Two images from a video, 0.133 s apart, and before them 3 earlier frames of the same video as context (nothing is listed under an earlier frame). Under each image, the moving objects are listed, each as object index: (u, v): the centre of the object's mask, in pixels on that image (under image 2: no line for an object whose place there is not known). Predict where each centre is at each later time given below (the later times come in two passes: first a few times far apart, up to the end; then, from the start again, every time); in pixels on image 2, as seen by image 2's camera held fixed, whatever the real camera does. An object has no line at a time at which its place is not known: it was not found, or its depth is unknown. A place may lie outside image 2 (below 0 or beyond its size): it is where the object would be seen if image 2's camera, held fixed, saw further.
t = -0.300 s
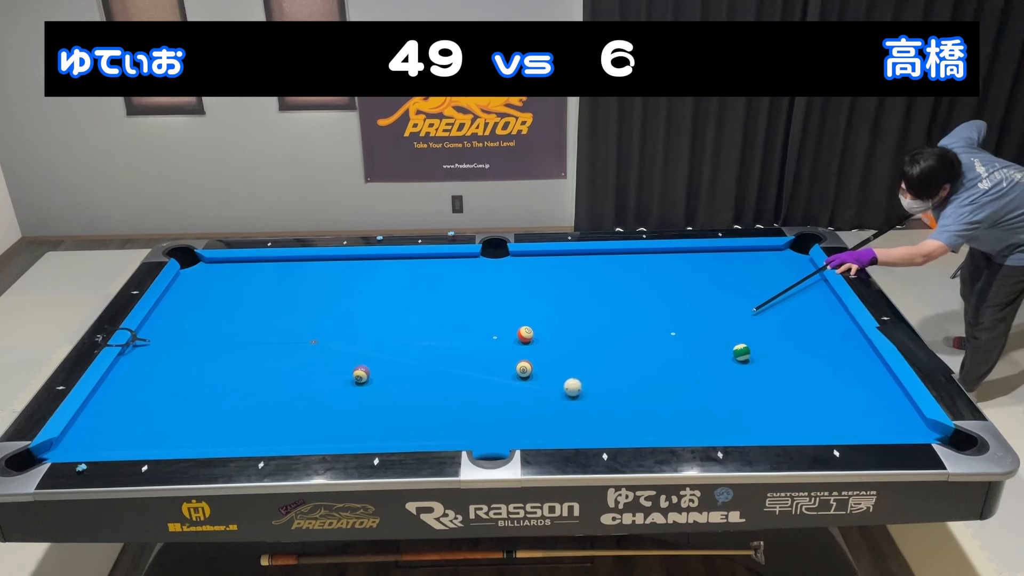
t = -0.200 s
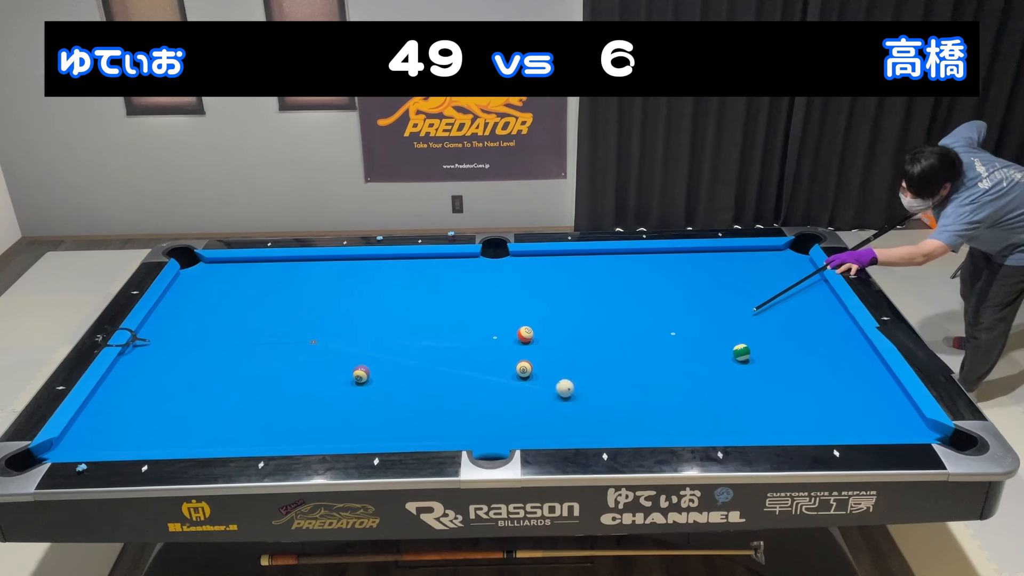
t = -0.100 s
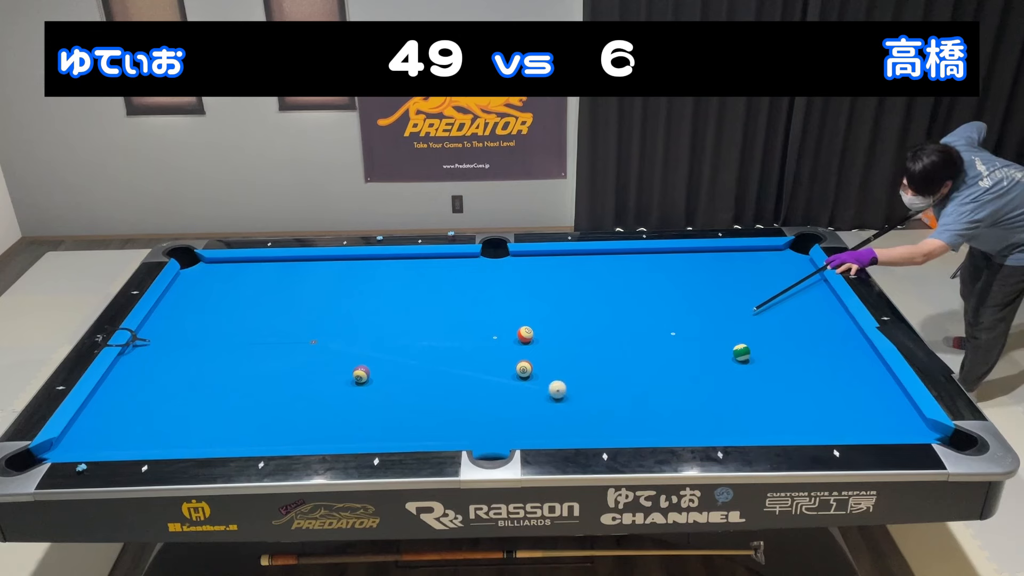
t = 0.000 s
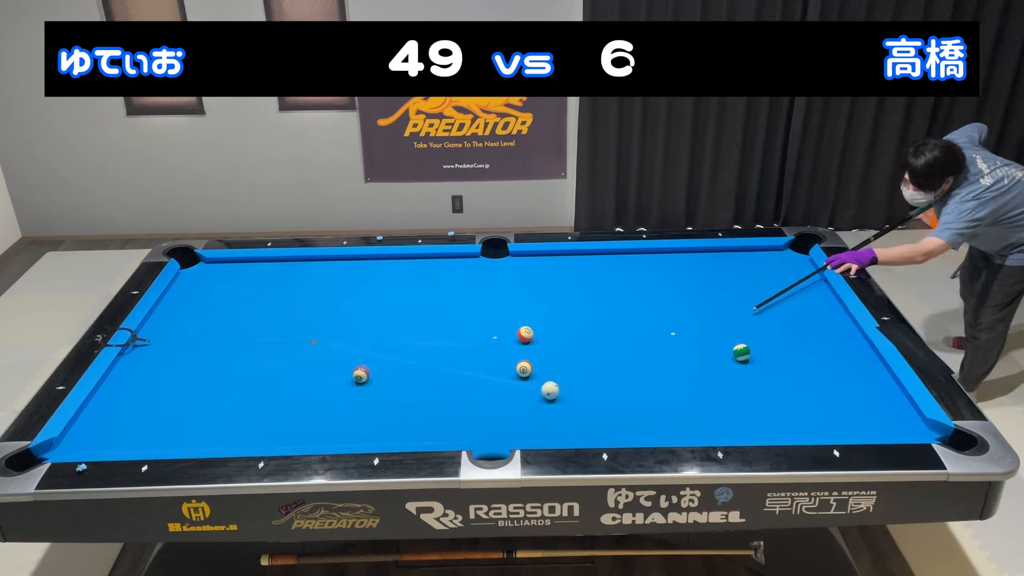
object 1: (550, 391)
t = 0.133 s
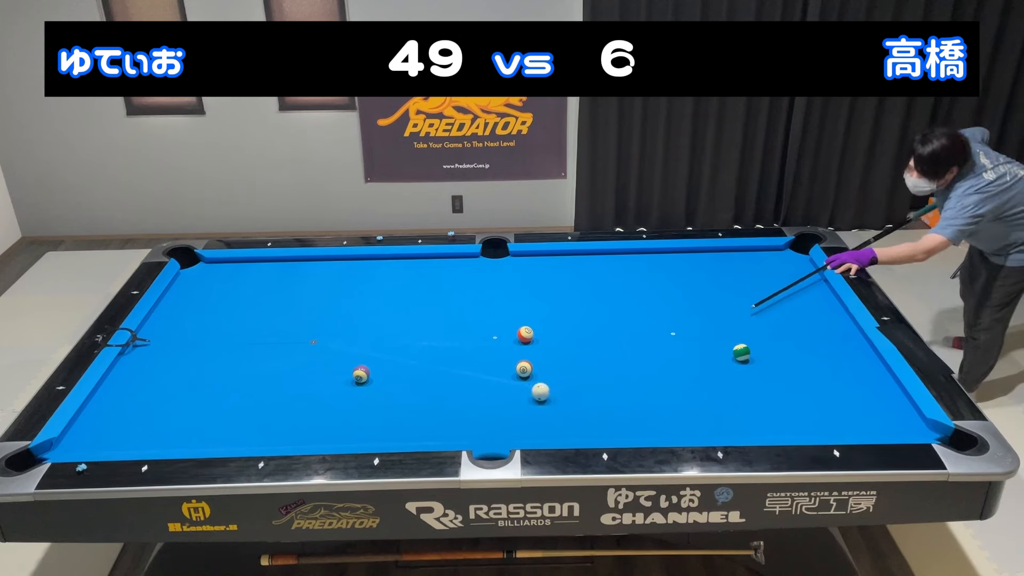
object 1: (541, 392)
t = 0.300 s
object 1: (529, 393)
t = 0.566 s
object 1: (513, 396)
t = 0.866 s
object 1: (496, 398)
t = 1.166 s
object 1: (481, 400)
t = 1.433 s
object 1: (469, 402)
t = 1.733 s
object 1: (458, 403)
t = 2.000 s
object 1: (450, 404)
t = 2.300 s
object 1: (443, 405)
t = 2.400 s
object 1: (441, 405)
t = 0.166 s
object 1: (538, 392)
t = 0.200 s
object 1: (536, 393)
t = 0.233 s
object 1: (534, 393)
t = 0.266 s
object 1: (532, 393)
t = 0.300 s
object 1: (529, 393)
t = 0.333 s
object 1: (527, 394)
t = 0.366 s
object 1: (525, 394)
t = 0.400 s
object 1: (523, 394)
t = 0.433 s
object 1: (521, 395)
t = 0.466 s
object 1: (519, 395)
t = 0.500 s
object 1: (516, 395)
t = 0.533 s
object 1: (515, 395)
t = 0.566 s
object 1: (513, 396)
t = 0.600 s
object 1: (511, 396)
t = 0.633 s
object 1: (509, 396)
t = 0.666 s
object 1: (507, 396)
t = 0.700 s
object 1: (505, 397)
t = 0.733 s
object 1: (503, 397)
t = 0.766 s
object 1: (501, 397)
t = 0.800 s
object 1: (499, 397)
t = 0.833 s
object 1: (497, 398)
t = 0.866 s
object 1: (496, 398)
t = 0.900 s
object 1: (494, 398)
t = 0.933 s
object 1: (492, 398)
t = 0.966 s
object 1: (490, 399)
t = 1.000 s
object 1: (489, 399)
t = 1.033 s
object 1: (487, 399)
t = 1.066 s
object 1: (485, 400)
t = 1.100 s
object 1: (484, 400)
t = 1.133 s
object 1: (482, 399)
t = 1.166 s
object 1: (481, 400)
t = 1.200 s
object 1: (479, 400)
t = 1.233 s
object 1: (478, 400)
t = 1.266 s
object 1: (476, 401)
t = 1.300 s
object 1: (475, 401)
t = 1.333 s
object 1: (473, 401)
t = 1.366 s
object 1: (472, 401)
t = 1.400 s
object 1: (470, 402)
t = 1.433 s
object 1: (469, 402)
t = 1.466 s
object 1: (468, 402)
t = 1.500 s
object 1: (466, 402)
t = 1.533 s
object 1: (465, 402)
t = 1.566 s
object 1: (464, 402)
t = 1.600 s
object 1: (463, 402)
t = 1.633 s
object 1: (461, 402)
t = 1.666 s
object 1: (460, 402)
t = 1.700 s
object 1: (459, 403)
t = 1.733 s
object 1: (458, 403)
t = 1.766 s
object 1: (457, 403)
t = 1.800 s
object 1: (456, 403)
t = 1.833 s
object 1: (455, 403)
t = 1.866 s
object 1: (454, 404)
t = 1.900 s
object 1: (453, 404)
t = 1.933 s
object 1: (452, 404)
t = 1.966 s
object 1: (451, 404)
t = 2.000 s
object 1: (450, 404)
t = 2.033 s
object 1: (449, 404)
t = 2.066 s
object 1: (448, 404)
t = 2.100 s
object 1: (447, 405)
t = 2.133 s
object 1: (446, 405)
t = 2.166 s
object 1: (446, 405)
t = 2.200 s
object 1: (445, 405)
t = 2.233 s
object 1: (444, 405)
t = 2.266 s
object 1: (444, 405)
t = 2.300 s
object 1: (443, 405)
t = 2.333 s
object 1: (442, 405)
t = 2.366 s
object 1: (441, 405)
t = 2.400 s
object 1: (441, 405)
